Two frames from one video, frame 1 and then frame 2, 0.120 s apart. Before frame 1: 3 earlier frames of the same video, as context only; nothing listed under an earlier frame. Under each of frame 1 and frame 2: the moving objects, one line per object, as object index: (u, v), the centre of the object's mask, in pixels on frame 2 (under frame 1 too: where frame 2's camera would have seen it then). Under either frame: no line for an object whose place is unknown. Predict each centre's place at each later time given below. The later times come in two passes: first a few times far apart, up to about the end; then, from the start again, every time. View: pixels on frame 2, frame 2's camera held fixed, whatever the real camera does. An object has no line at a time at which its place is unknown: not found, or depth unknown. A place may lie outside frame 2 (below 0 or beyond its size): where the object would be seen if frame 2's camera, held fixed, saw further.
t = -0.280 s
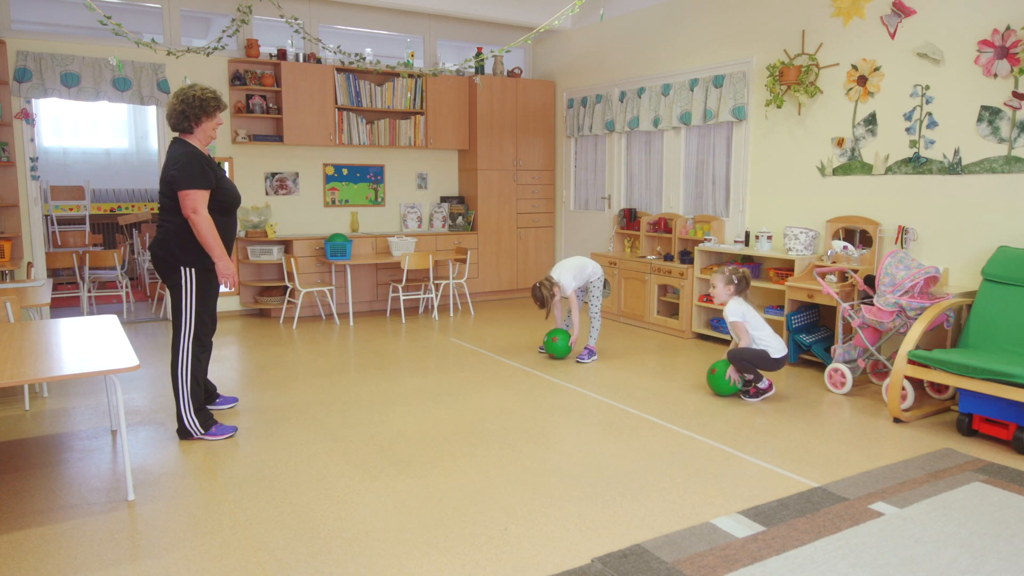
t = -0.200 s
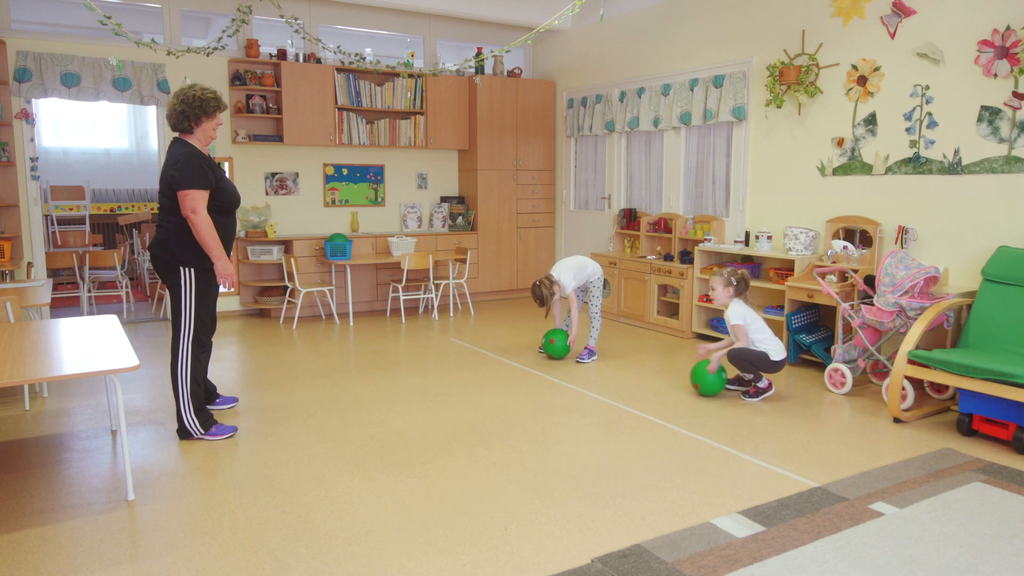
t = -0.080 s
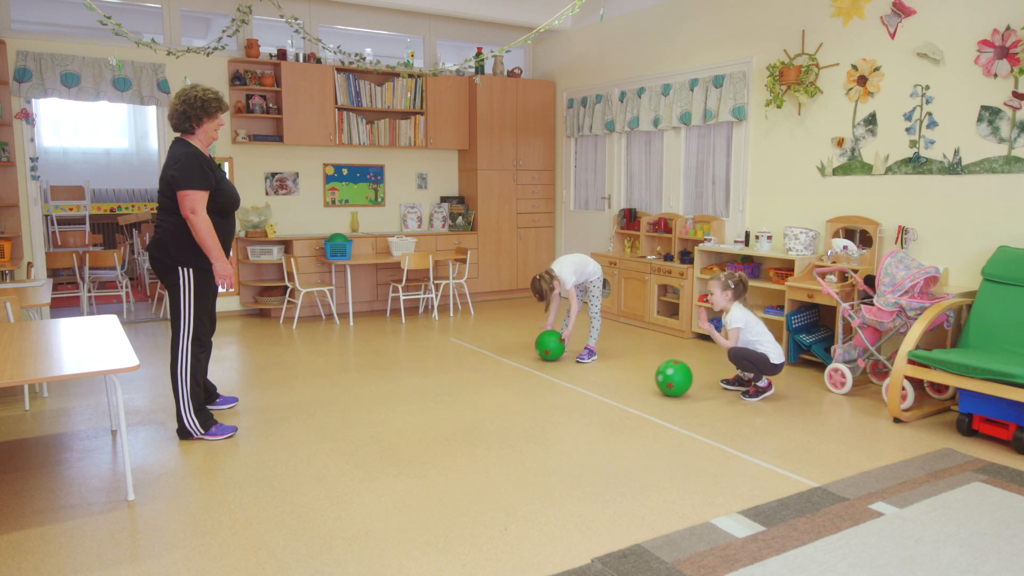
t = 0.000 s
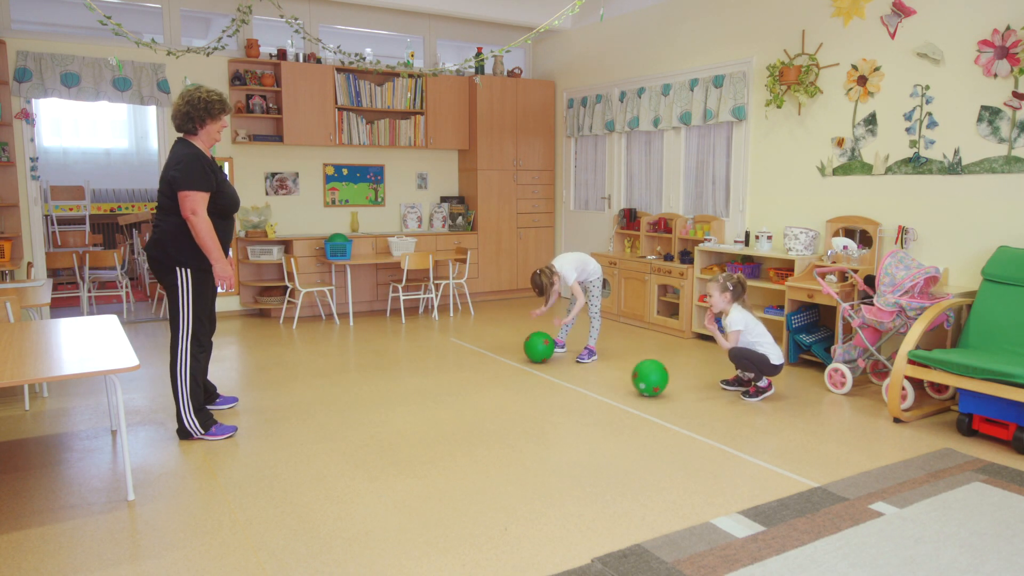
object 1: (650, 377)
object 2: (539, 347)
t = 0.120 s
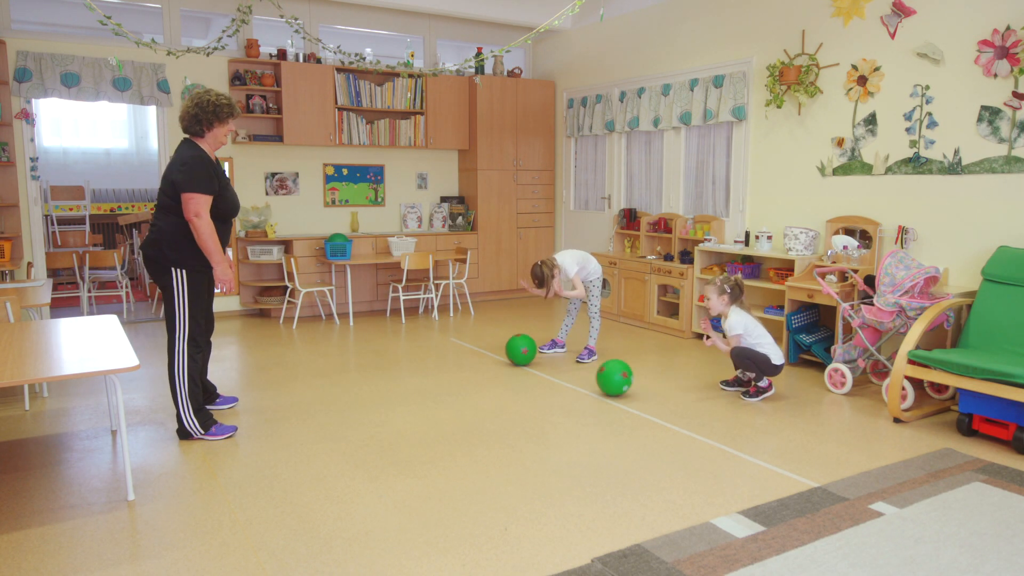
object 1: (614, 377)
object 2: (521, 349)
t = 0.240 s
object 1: (580, 377)
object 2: (502, 352)
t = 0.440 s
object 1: (522, 376)
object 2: (467, 356)
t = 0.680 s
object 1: (457, 374)
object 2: (425, 360)
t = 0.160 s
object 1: (603, 377)
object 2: (515, 350)
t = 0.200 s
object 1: (592, 377)
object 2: (508, 351)
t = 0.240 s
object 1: (580, 377)
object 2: (502, 352)
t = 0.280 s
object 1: (569, 377)
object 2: (495, 353)
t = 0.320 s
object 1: (557, 377)
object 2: (489, 353)
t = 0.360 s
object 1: (546, 377)
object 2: (482, 354)
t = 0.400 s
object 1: (534, 376)
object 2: (474, 355)
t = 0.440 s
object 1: (522, 376)
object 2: (467, 356)
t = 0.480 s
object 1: (511, 376)
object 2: (460, 357)
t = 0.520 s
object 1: (500, 375)
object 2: (452, 358)
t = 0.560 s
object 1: (489, 375)
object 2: (445, 358)
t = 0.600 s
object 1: (478, 375)
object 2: (438, 359)
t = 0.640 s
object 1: (467, 374)
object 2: (432, 360)
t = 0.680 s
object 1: (457, 374)
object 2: (425, 360)
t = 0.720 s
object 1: (446, 373)
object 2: (417, 361)
